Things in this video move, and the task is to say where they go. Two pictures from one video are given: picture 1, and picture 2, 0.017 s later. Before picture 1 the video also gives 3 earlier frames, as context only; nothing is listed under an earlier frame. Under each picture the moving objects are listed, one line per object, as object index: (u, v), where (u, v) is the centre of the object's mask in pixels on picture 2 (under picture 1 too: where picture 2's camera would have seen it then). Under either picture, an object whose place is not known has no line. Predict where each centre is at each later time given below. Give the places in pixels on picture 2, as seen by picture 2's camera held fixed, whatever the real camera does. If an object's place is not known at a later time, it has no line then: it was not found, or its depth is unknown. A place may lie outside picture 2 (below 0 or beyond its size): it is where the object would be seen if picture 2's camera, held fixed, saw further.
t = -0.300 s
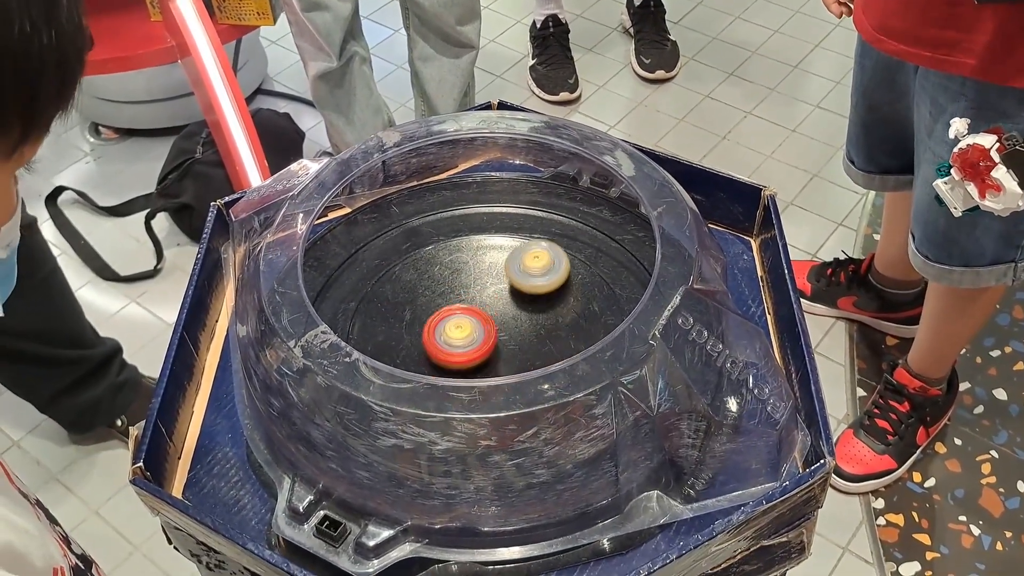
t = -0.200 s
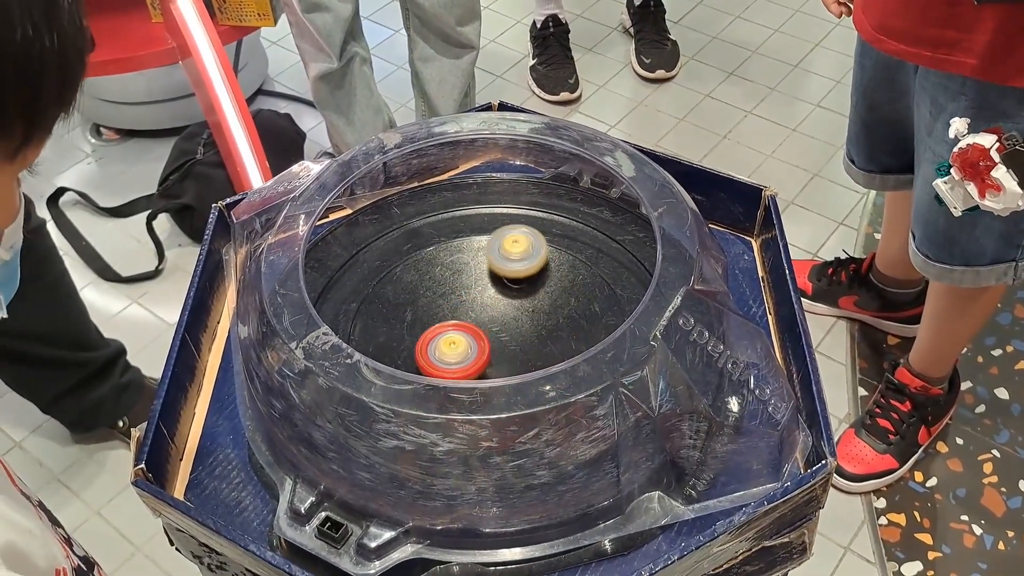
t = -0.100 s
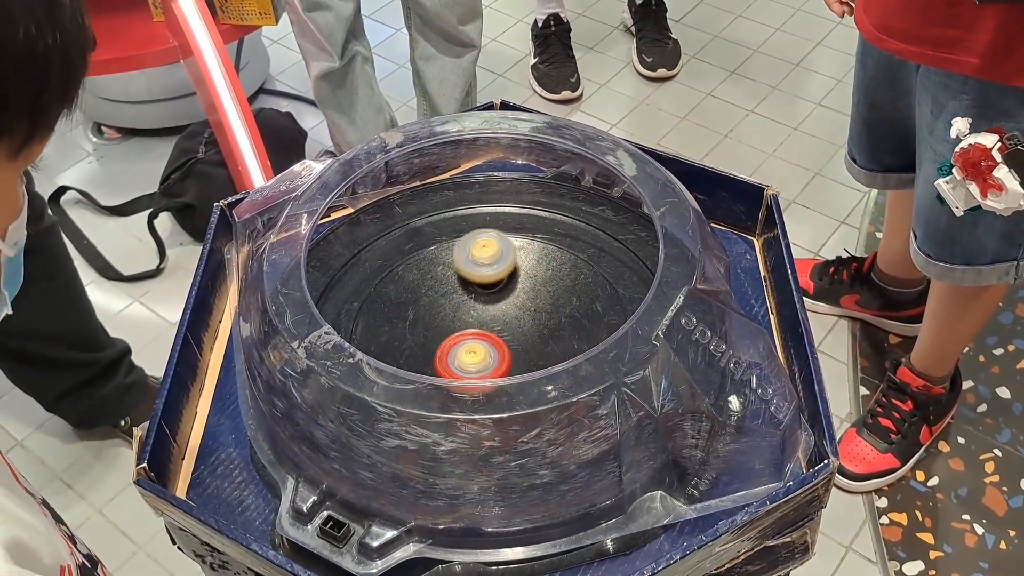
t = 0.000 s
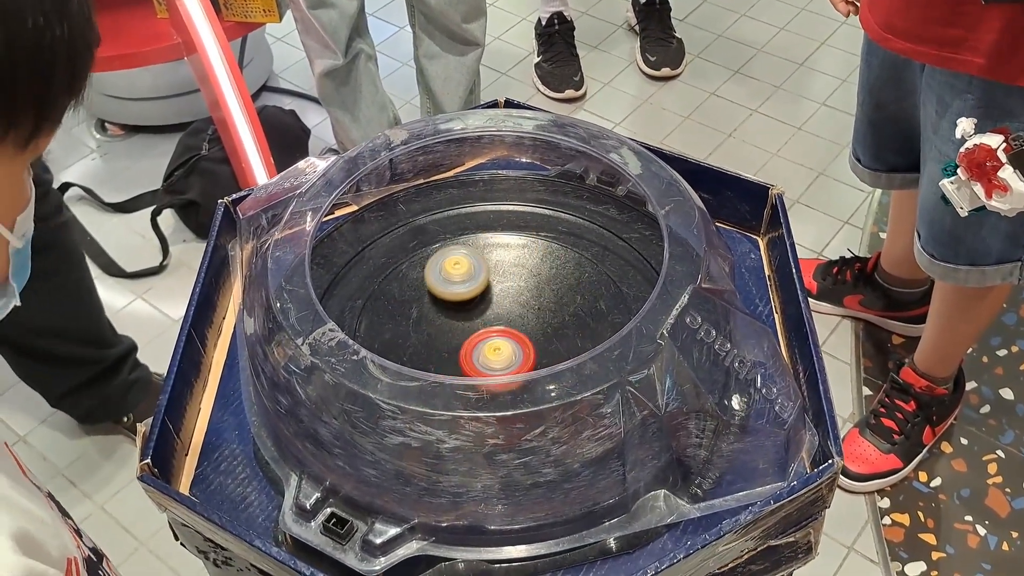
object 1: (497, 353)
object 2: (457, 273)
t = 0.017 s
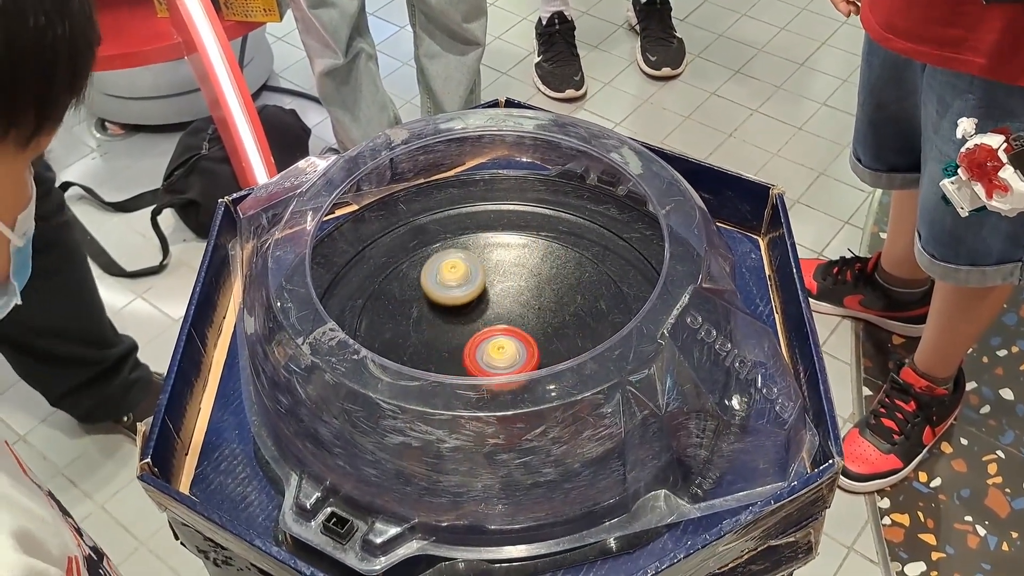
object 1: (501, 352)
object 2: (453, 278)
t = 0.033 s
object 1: (504, 352)
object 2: (449, 283)
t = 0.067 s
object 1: (510, 350)
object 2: (442, 293)
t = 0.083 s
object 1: (512, 349)
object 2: (440, 298)
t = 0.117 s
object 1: (517, 346)
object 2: (437, 311)
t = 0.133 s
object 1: (518, 345)
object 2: (437, 317)
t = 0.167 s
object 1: (521, 342)
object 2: (438, 329)
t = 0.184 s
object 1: (522, 339)
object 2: (440, 335)
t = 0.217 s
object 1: (523, 335)
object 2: (448, 346)
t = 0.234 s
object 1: (523, 332)
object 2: (453, 350)
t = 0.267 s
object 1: (524, 327)
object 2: (461, 356)
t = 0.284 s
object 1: (523, 325)
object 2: (466, 364)
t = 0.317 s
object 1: (522, 320)
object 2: (477, 372)
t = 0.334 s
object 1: (521, 318)
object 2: (484, 373)
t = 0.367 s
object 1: (517, 315)
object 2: (499, 374)
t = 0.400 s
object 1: (513, 312)
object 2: (513, 373)
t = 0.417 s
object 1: (511, 310)
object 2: (520, 370)
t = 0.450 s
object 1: (506, 309)
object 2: (533, 364)
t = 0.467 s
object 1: (503, 308)
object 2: (539, 360)
